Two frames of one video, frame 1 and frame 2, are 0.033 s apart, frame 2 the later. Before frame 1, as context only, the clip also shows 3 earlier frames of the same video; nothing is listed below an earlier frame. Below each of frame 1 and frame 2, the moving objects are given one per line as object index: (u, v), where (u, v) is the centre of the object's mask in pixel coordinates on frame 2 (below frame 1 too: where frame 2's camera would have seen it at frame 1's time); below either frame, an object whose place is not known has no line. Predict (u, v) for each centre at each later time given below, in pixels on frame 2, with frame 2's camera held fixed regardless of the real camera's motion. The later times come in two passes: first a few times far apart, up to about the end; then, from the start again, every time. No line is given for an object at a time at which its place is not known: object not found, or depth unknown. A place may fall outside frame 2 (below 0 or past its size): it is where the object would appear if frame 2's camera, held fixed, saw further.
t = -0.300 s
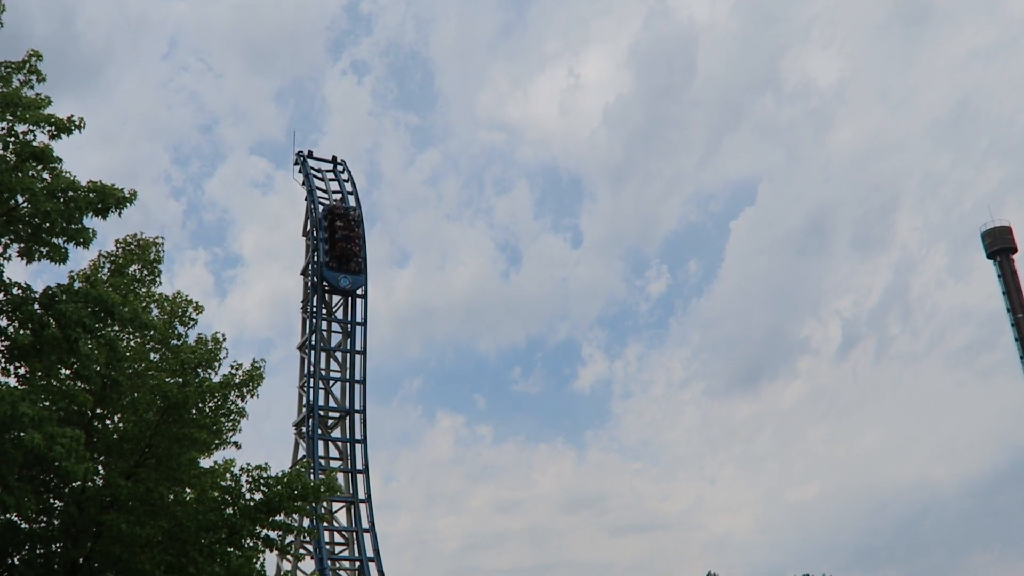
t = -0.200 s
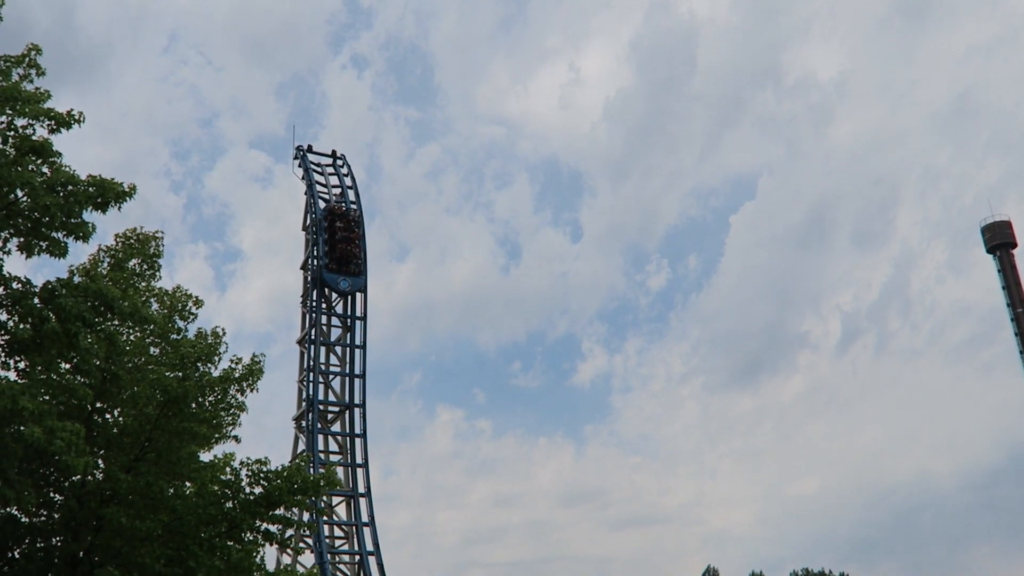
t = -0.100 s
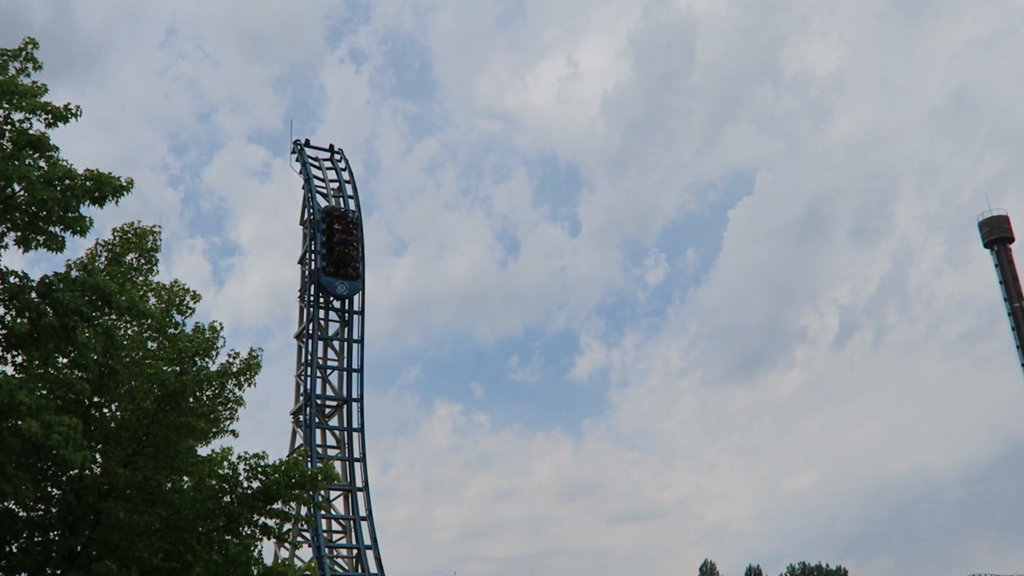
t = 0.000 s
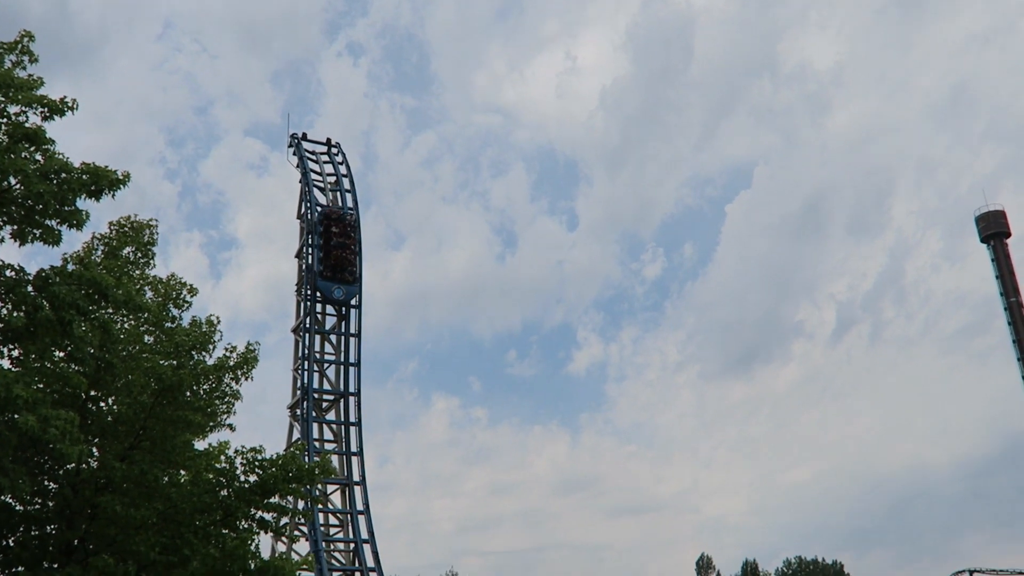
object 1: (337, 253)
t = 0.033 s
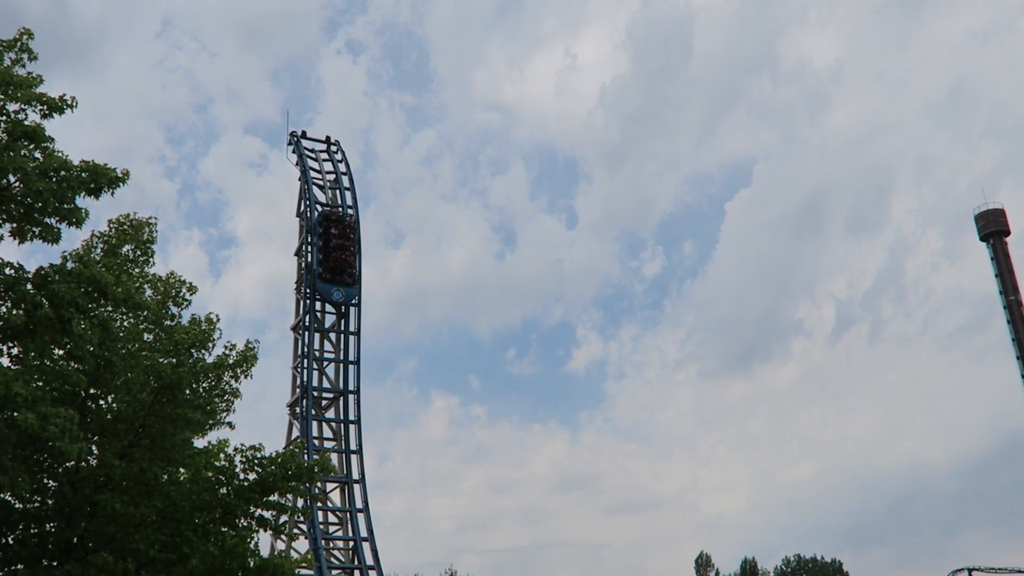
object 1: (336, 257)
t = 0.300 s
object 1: (335, 292)
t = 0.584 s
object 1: (333, 340)
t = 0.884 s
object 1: (332, 402)
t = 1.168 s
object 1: (336, 471)
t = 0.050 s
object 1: (336, 259)
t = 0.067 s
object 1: (336, 261)
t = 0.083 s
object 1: (336, 262)
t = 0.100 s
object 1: (336, 264)
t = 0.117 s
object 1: (336, 266)
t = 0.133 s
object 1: (336, 268)
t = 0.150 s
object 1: (336, 271)
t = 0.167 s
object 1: (336, 272)
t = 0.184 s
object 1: (336, 275)
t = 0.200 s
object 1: (336, 277)
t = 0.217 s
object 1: (335, 279)
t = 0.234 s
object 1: (335, 282)
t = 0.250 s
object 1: (335, 284)
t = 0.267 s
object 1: (335, 287)
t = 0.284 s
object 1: (335, 289)
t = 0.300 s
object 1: (335, 292)
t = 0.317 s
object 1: (335, 294)
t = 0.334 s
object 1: (335, 296)
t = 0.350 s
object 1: (335, 299)
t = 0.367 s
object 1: (334, 302)
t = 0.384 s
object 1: (334, 304)
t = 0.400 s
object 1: (334, 307)
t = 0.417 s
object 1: (334, 310)
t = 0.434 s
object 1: (334, 313)
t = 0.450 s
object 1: (334, 316)
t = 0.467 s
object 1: (334, 318)
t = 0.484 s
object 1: (333, 321)
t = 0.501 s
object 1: (334, 323)
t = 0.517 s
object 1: (333, 327)
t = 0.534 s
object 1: (334, 331)
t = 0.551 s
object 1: (333, 333)
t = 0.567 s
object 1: (333, 336)
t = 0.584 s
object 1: (333, 340)
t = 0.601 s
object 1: (333, 343)
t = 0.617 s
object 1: (333, 346)
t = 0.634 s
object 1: (333, 349)
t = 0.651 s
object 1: (333, 353)
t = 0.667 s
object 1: (332, 356)
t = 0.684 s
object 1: (332, 359)
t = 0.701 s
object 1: (332, 363)
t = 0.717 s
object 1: (332, 366)
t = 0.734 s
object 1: (331, 370)
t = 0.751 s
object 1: (332, 373)
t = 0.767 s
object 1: (332, 377)
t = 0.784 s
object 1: (332, 380)
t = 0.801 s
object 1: (331, 384)
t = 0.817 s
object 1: (332, 387)
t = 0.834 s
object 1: (331, 391)
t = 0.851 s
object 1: (332, 394)
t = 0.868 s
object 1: (332, 398)
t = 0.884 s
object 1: (332, 402)
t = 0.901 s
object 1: (332, 404)
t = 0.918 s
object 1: (332, 408)
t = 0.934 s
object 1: (333, 410)
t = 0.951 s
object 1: (333, 413)
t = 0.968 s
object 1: (332, 419)
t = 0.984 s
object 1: (333, 422)
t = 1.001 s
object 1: (334, 425)
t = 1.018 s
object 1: (334, 430)
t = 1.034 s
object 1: (335, 435)
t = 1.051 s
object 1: (334, 439)
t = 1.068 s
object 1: (335, 443)
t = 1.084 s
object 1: (335, 448)
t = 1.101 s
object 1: (335, 451)
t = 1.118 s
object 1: (335, 456)
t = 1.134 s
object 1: (336, 461)
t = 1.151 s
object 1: (336, 466)
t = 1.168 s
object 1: (336, 471)
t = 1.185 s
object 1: (337, 476)
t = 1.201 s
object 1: (337, 480)
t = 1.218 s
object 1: (338, 485)
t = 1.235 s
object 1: (338, 490)
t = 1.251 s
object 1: (338, 494)
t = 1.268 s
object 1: (340, 499)
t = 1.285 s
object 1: (341, 504)
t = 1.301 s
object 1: (341, 507)
